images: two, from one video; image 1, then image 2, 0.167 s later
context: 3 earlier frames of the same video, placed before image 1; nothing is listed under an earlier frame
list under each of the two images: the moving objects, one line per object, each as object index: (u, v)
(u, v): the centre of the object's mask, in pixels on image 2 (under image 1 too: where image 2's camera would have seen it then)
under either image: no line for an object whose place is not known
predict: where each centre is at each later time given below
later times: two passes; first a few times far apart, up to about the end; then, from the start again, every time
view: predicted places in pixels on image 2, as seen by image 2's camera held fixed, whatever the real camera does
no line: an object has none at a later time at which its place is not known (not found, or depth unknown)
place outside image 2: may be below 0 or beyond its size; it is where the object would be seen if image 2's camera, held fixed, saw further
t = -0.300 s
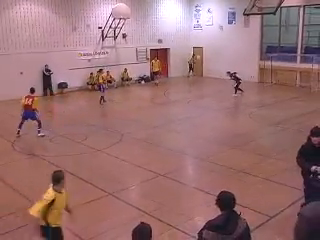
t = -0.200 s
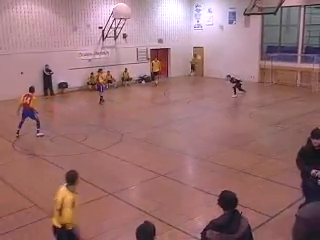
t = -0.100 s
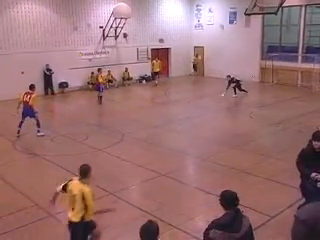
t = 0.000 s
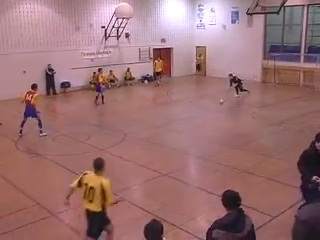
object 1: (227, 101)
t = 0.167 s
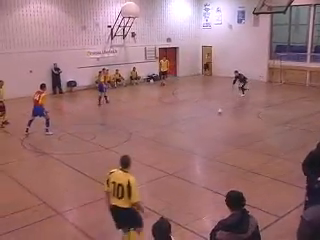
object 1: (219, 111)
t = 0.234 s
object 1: (216, 116)
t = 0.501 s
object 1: (197, 140)
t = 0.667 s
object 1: (182, 159)
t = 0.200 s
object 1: (218, 114)
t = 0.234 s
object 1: (216, 116)
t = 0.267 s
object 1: (214, 119)
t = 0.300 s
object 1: (212, 122)
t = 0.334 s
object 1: (210, 124)
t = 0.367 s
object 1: (208, 127)
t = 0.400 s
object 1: (205, 130)
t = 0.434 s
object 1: (203, 133)
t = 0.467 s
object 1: (200, 136)
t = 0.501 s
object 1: (197, 140)
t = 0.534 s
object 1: (194, 143)
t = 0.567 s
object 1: (192, 147)
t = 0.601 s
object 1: (189, 151)
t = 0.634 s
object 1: (186, 155)
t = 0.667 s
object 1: (182, 159)
